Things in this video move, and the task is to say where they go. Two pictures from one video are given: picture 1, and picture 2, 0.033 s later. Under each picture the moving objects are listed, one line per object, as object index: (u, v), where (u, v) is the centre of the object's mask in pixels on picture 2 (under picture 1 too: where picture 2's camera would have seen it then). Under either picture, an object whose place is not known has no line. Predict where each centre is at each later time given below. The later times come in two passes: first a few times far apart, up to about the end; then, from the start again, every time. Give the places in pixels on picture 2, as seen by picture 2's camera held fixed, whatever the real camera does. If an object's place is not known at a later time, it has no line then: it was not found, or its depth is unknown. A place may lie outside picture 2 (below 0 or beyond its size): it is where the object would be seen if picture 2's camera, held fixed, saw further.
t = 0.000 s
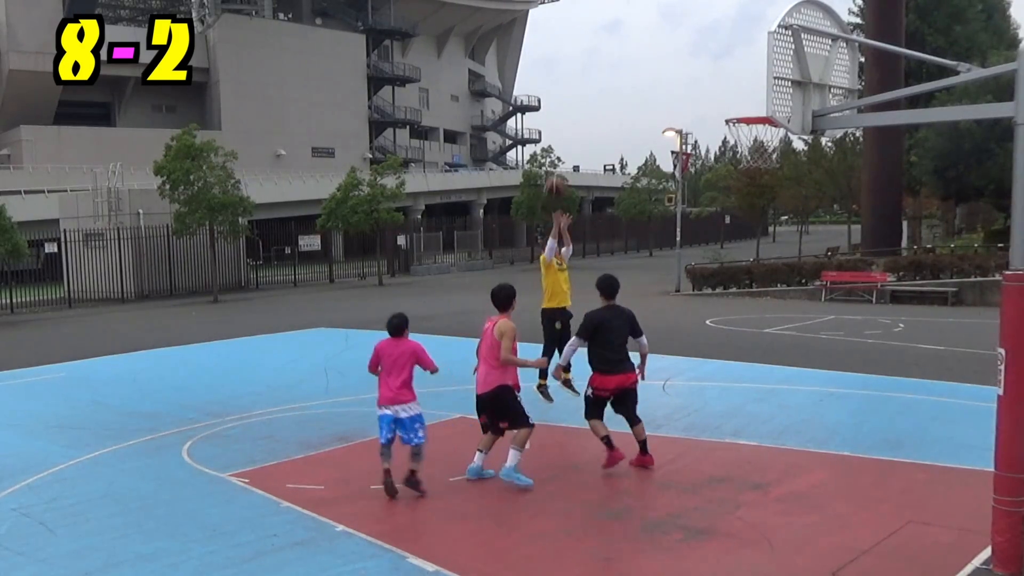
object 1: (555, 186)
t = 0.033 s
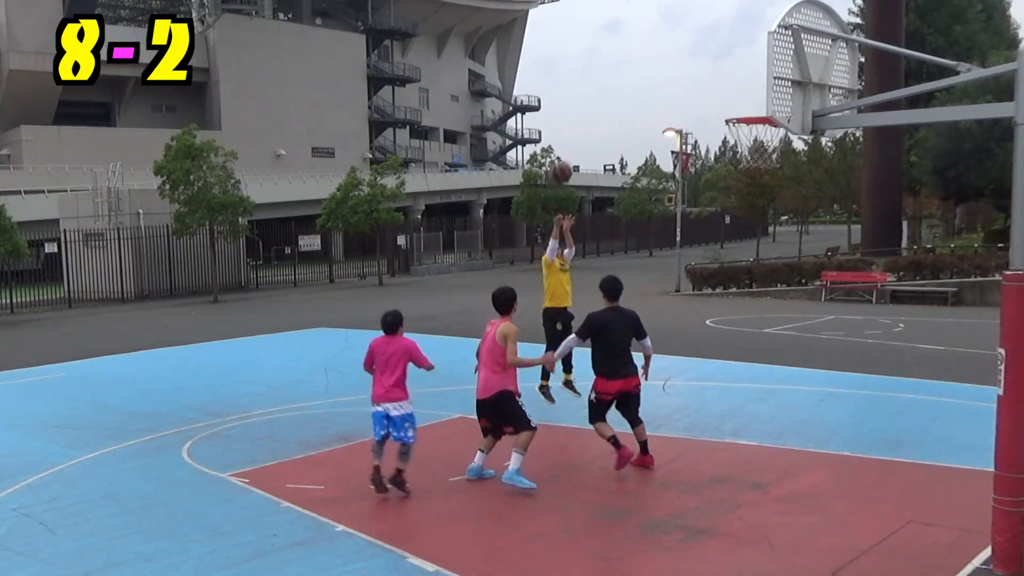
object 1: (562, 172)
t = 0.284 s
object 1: (602, 80)
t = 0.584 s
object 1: (663, 40)
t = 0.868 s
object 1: (735, 100)
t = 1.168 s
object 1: (811, 184)
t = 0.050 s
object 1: (564, 164)
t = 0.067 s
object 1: (565, 157)
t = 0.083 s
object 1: (568, 150)
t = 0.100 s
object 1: (571, 143)
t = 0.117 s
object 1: (574, 136)
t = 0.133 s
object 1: (576, 130)
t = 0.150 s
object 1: (579, 123)
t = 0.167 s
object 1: (582, 117)
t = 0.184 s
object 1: (585, 111)
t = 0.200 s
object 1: (587, 106)
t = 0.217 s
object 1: (590, 100)
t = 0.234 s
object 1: (593, 95)
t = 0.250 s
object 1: (596, 89)
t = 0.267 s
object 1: (599, 85)
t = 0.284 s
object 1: (602, 80)
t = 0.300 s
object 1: (605, 75)
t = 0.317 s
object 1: (608, 71)
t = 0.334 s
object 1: (611, 67)
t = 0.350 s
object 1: (615, 64)
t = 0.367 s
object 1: (618, 60)
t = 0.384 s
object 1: (621, 57)
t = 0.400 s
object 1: (624, 54)
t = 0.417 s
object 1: (628, 51)
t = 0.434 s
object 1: (631, 49)
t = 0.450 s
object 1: (634, 47)
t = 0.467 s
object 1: (638, 45)
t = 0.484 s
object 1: (641, 44)
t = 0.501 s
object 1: (645, 42)
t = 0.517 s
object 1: (648, 41)
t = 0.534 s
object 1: (652, 40)
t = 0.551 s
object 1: (656, 40)
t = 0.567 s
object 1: (660, 40)
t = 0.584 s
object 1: (663, 40)
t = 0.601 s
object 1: (667, 41)
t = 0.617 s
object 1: (671, 42)
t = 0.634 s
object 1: (675, 43)
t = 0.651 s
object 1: (679, 45)
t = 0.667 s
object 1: (683, 47)
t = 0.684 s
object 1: (687, 49)
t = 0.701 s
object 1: (691, 52)
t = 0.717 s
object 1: (695, 55)
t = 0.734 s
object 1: (699, 58)
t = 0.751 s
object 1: (704, 62)
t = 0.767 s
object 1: (708, 67)
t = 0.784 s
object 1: (713, 71)
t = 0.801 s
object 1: (717, 76)
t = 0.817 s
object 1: (722, 82)
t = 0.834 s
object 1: (726, 88)
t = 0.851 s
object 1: (731, 94)
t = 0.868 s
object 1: (735, 100)
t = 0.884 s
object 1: (740, 105)
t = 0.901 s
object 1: (744, 114)
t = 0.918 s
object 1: (750, 123)
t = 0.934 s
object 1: (755, 133)
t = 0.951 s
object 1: (761, 136)
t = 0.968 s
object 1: (766, 139)
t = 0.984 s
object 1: (769, 142)
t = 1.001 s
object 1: (772, 144)
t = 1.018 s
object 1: (777, 146)
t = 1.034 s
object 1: (782, 148)
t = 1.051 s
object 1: (786, 152)
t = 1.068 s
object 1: (789, 154)
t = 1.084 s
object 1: (792, 159)
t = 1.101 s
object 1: (795, 163)
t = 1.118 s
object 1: (800, 167)
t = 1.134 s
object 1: (803, 172)
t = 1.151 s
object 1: (808, 178)
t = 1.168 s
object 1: (811, 184)
